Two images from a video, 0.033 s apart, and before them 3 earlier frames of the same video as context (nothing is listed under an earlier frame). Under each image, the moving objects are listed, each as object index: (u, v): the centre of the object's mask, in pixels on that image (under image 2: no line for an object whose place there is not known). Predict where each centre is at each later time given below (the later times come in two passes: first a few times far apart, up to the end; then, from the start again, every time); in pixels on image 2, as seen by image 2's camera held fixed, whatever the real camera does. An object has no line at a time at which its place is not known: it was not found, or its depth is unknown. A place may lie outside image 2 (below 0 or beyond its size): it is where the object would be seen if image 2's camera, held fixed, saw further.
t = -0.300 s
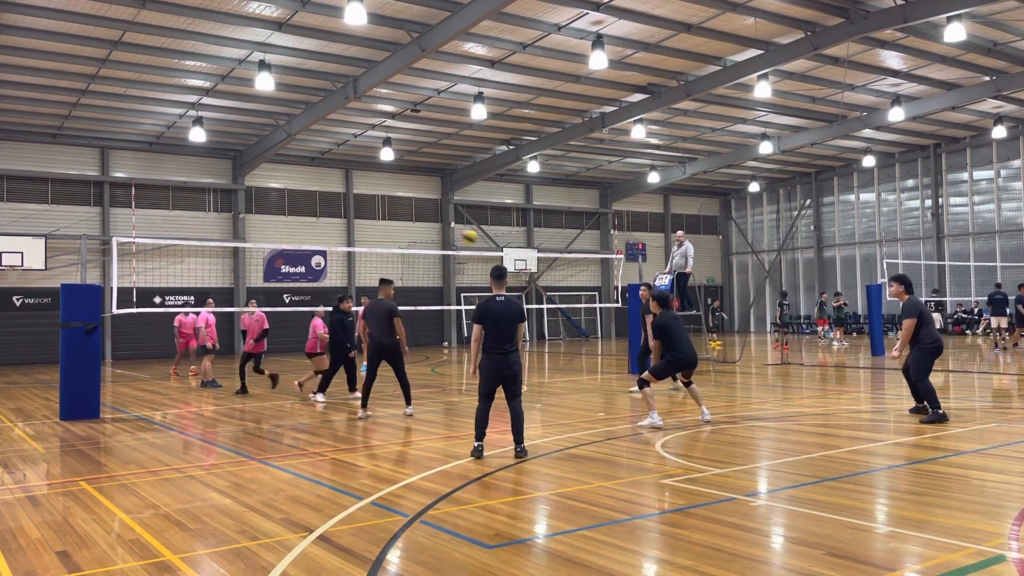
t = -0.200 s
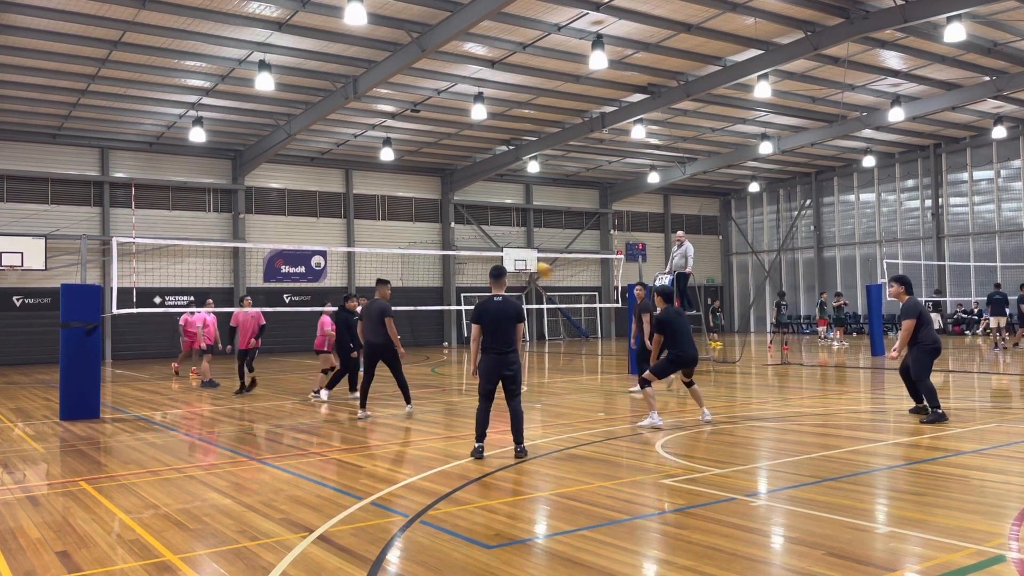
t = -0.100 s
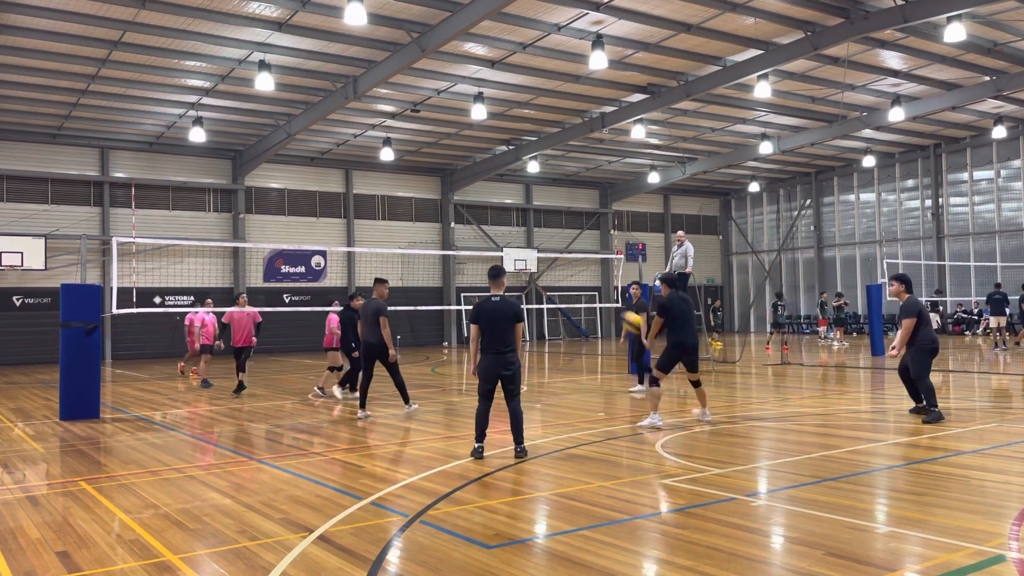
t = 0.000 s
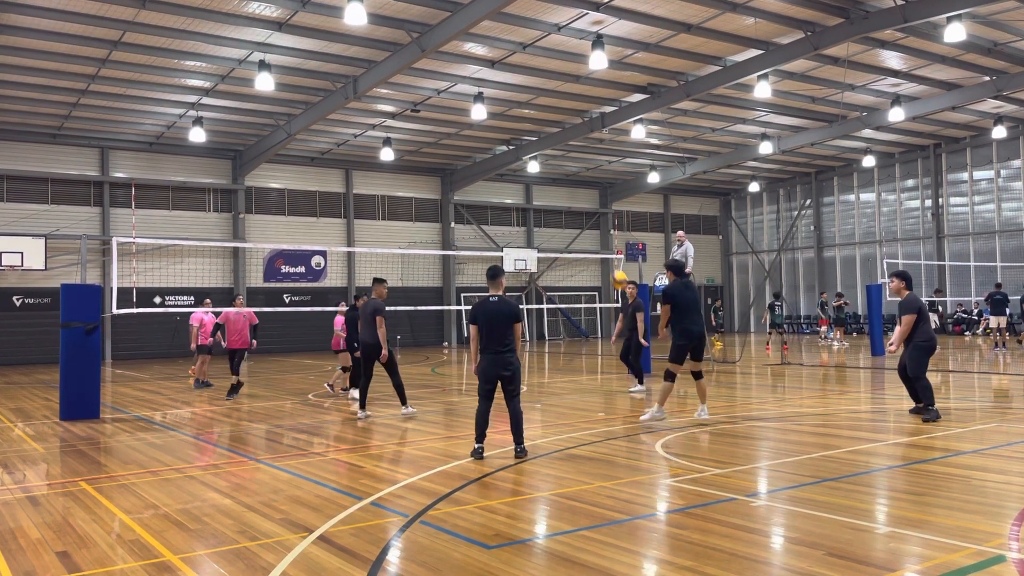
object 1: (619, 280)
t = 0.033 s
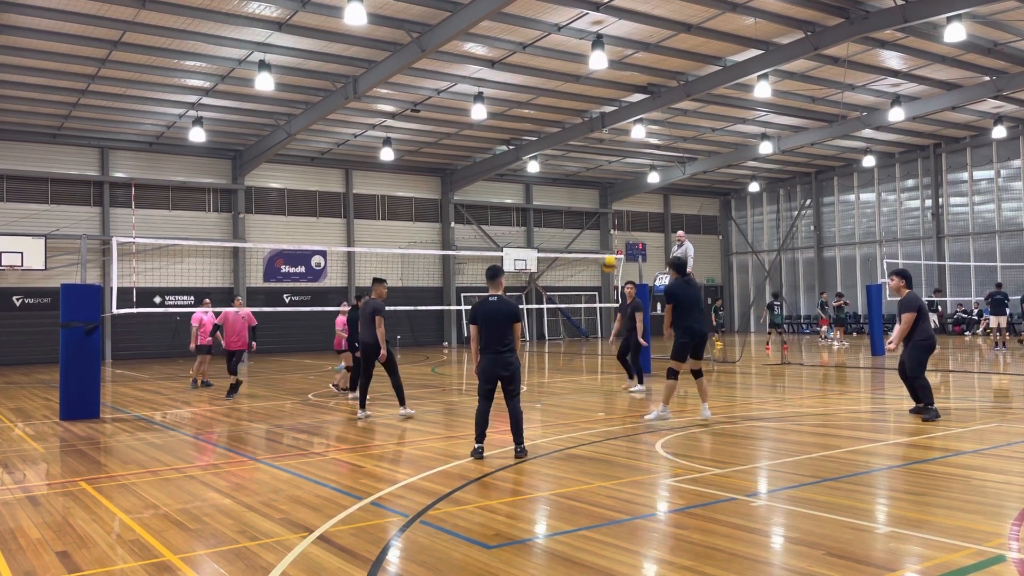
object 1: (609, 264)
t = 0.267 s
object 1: (547, 181)
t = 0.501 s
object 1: (502, 151)
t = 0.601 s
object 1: (487, 150)
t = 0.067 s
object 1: (597, 247)
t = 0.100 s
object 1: (587, 233)
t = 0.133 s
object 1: (579, 220)
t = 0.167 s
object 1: (569, 209)
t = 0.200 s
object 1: (562, 199)
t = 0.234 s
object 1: (554, 188)
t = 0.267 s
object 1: (547, 181)
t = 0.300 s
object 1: (541, 176)
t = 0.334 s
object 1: (533, 169)
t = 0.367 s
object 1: (526, 164)
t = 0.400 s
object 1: (520, 159)
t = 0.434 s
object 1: (514, 156)
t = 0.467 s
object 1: (509, 154)
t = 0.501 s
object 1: (502, 151)
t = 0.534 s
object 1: (497, 150)
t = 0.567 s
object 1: (492, 149)
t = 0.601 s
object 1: (487, 150)
